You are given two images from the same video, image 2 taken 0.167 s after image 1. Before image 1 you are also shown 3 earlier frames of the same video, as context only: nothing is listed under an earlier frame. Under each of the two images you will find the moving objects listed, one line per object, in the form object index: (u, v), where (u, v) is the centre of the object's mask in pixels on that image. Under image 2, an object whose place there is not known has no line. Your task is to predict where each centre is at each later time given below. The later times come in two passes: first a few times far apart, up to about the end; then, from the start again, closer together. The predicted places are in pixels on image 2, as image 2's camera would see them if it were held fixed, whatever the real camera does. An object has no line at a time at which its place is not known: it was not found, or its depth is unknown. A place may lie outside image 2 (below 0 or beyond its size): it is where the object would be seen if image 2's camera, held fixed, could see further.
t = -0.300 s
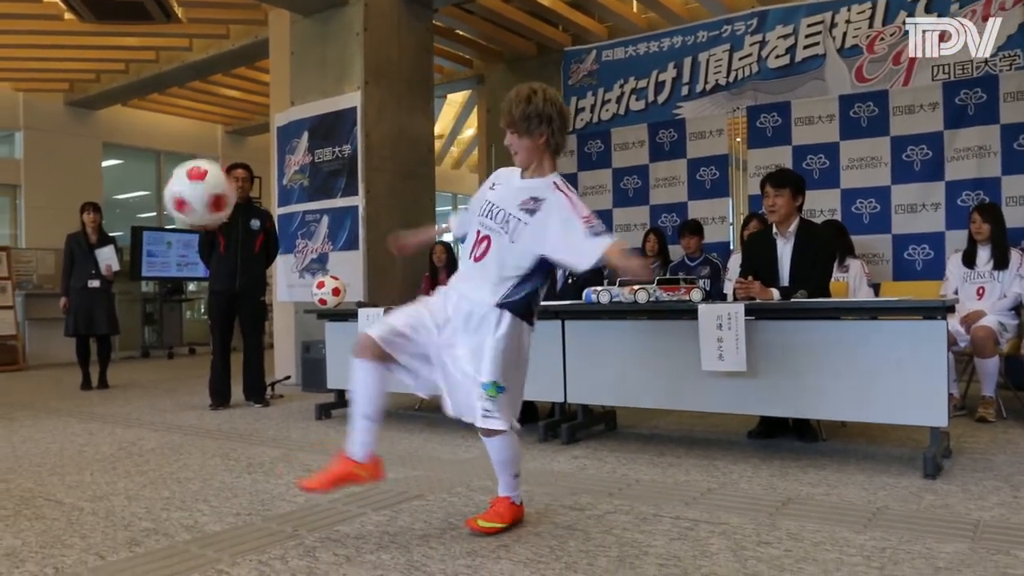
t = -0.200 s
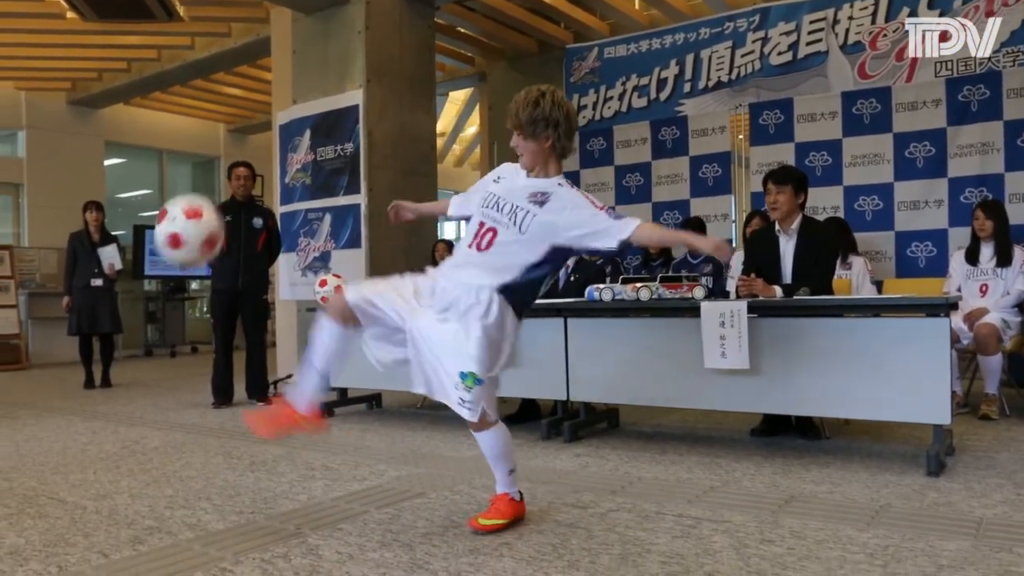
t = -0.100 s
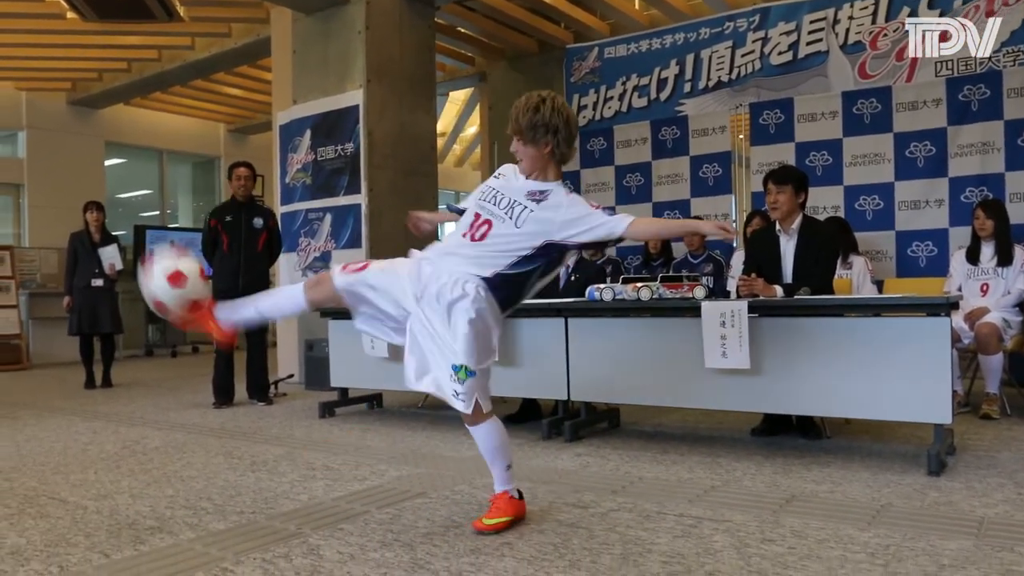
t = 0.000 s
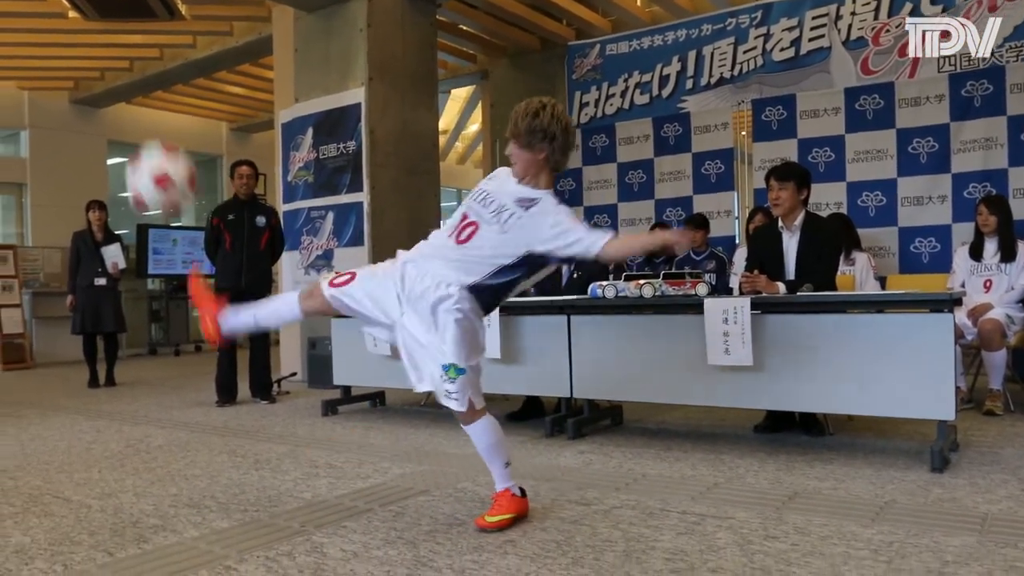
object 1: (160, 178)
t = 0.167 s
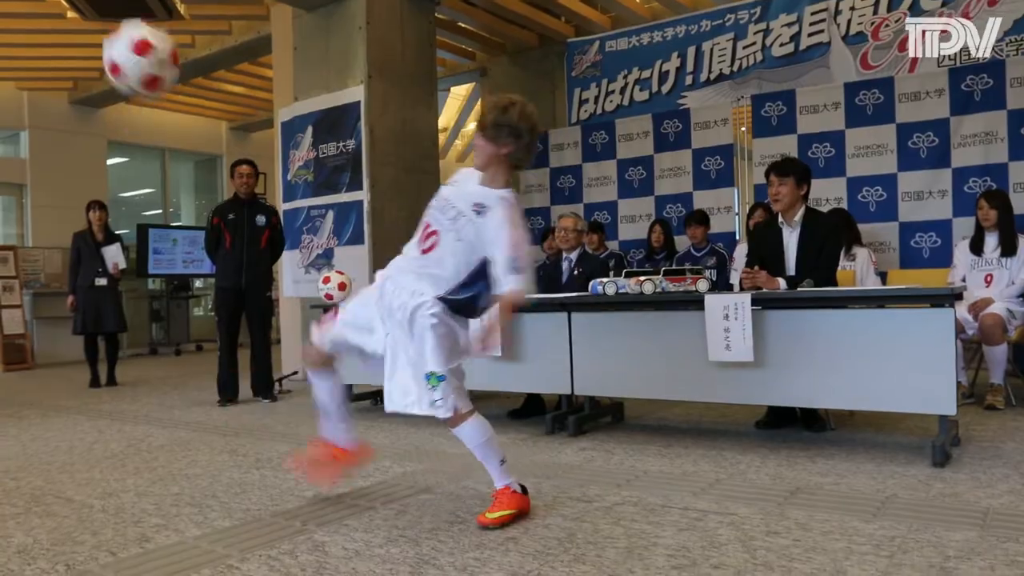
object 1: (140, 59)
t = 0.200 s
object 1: (137, 43)
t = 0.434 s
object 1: (106, 31)
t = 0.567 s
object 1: (86, 104)
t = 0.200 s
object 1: (137, 43)
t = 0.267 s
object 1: (128, 27)
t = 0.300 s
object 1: (125, 24)
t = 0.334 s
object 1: (120, 23)
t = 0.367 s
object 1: (117, 24)
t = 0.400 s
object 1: (111, 25)
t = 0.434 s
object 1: (106, 31)
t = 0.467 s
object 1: (102, 39)
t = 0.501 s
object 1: (97, 54)
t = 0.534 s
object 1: (91, 76)
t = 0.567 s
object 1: (86, 104)
